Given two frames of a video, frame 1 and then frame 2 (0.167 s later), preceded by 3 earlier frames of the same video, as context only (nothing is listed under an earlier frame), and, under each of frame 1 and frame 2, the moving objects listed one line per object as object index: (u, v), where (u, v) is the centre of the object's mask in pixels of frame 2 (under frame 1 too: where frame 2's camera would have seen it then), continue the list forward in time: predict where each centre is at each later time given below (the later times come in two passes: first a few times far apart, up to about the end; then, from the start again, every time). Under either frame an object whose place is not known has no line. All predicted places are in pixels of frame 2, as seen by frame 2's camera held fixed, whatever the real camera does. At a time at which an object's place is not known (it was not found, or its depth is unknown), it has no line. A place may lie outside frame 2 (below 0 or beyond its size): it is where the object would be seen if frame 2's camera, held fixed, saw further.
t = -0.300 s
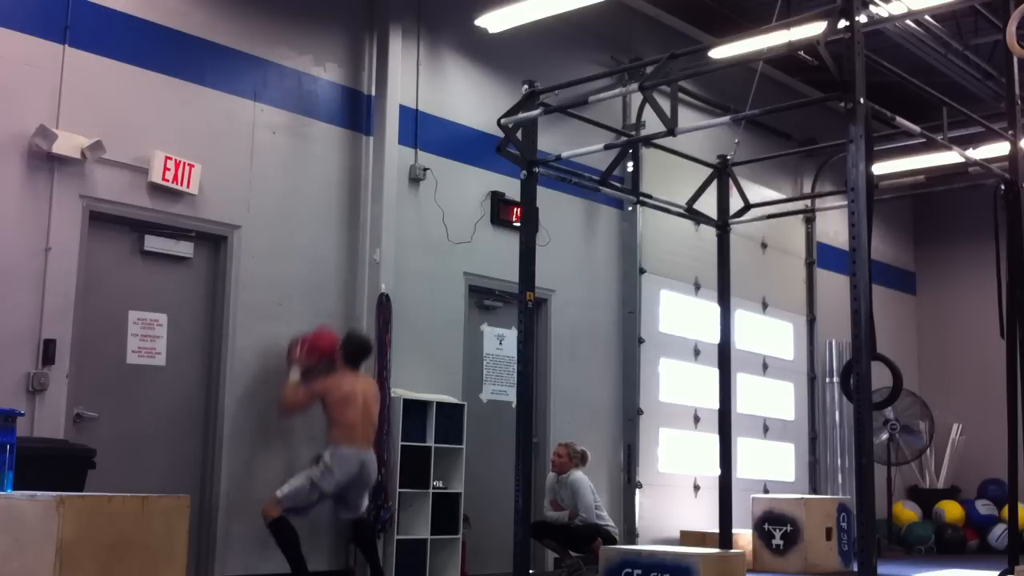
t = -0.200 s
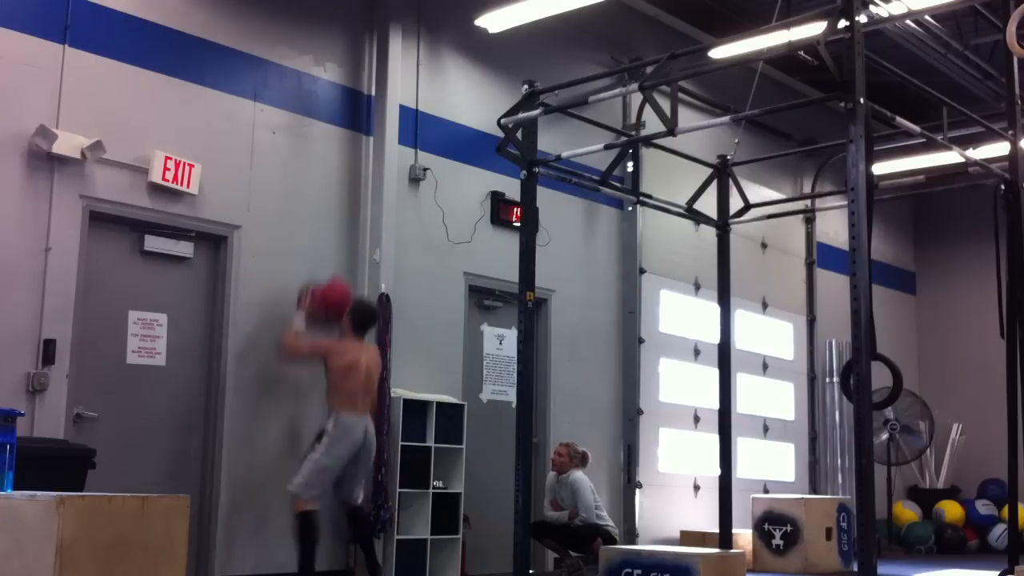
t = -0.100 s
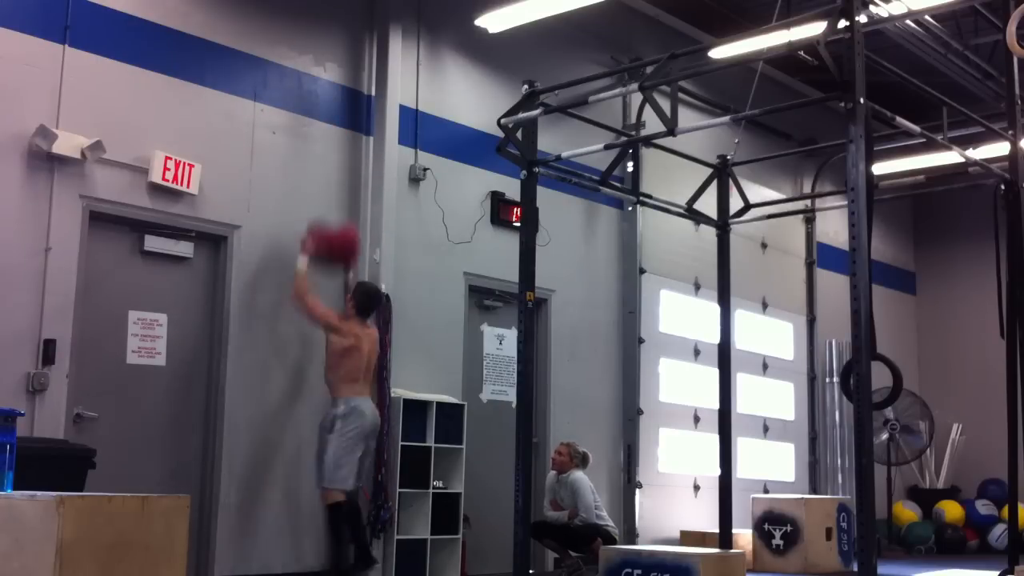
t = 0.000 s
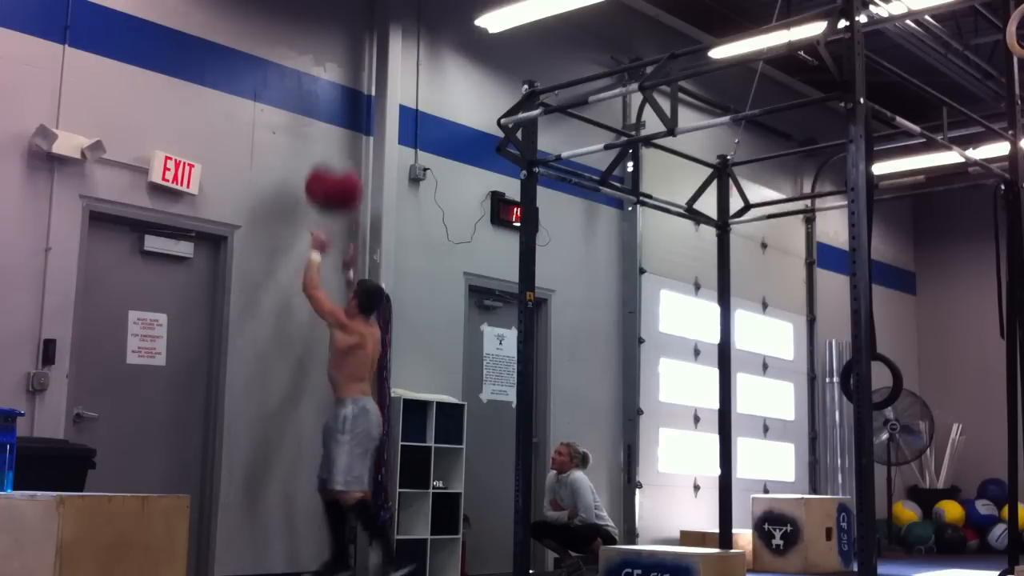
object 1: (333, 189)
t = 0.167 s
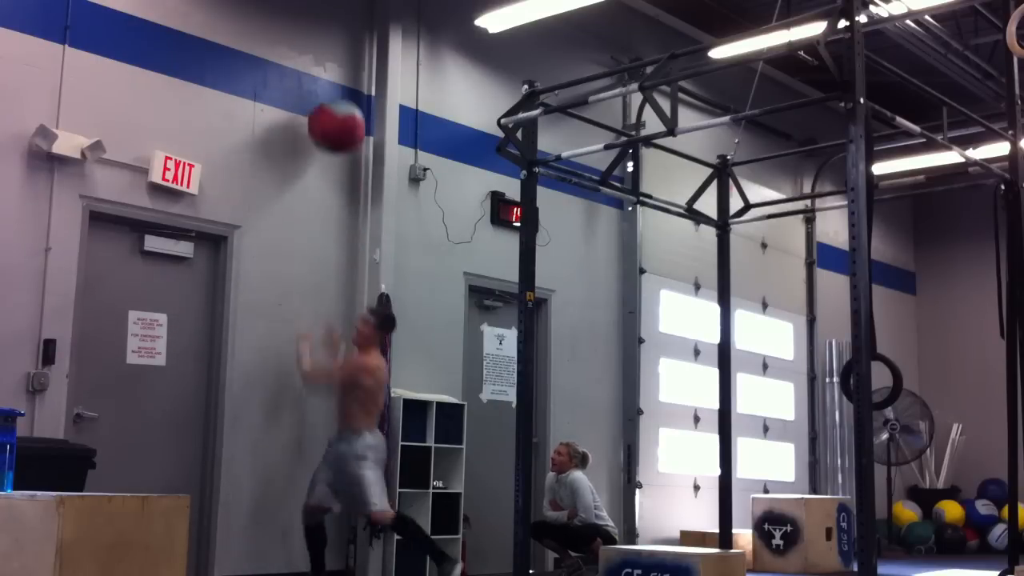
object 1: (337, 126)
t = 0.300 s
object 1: (338, 108)
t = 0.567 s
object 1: (336, 145)
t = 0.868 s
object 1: (336, 314)
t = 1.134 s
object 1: (336, 558)
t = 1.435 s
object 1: (343, 493)
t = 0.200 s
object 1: (337, 119)
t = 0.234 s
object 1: (337, 114)
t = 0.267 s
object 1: (338, 110)
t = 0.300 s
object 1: (338, 108)
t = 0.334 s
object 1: (338, 107)
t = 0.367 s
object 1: (338, 108)
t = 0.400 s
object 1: (338, 110)
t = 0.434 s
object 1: (337, 113)
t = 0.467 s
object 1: (337, 119)
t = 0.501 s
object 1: (336, 126)
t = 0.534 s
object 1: (336, 134)
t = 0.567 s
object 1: (336, 145)
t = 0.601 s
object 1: (335, 158)
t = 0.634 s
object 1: (334, 171)
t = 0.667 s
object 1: (334, 186)
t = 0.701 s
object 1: (333, 202)
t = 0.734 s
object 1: (333, 220)
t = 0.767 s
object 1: (334, 241)
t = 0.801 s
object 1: (335, 261)
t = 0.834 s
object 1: (335, 286)
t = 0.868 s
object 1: (336, 314)
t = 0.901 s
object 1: (335, 343)
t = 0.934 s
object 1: (336, 366)
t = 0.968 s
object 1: (337, 400)
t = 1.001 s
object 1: (336, 436)
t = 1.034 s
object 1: (336, 470)
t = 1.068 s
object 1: (336, 513)
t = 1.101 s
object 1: (334, 552)
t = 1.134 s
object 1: (336, 558)
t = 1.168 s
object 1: (338, 550)
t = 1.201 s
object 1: (338, 538)
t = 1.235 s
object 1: (340, 526)
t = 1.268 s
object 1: (340, 516)
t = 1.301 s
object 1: (341, 508)
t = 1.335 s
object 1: (342, 501)
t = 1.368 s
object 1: (343, 497)
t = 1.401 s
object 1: (343, 494)
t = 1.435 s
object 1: (343, 493)
